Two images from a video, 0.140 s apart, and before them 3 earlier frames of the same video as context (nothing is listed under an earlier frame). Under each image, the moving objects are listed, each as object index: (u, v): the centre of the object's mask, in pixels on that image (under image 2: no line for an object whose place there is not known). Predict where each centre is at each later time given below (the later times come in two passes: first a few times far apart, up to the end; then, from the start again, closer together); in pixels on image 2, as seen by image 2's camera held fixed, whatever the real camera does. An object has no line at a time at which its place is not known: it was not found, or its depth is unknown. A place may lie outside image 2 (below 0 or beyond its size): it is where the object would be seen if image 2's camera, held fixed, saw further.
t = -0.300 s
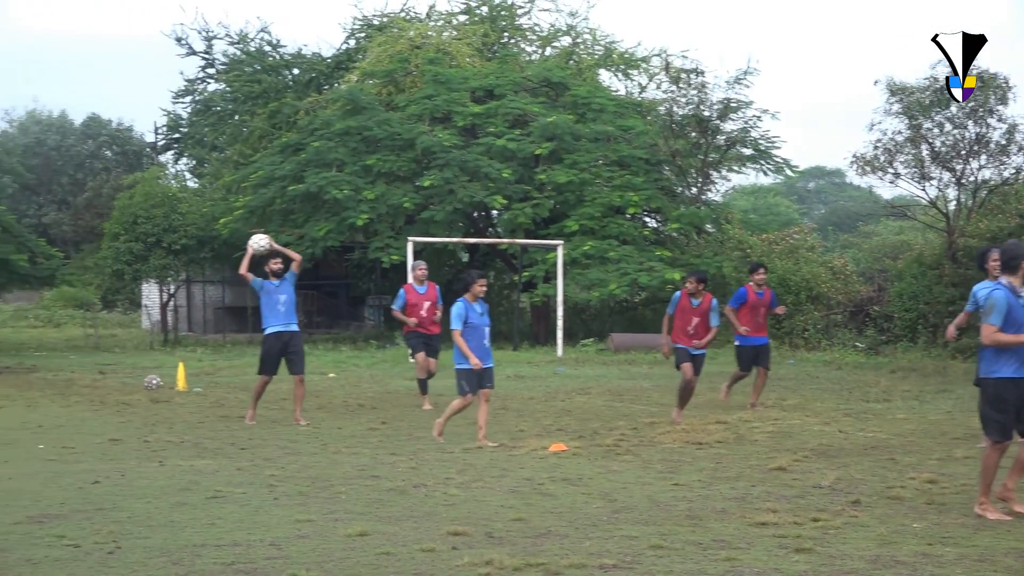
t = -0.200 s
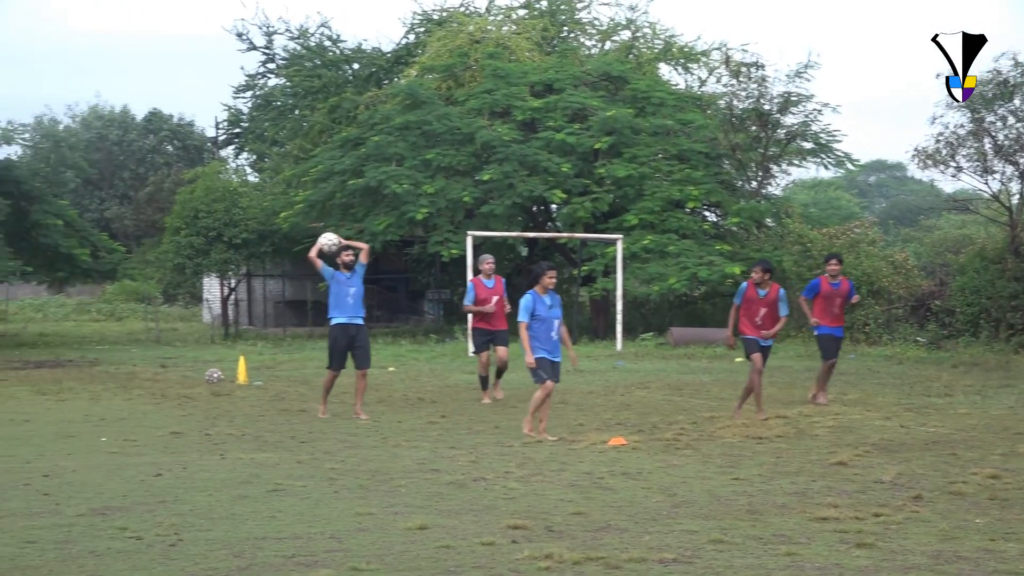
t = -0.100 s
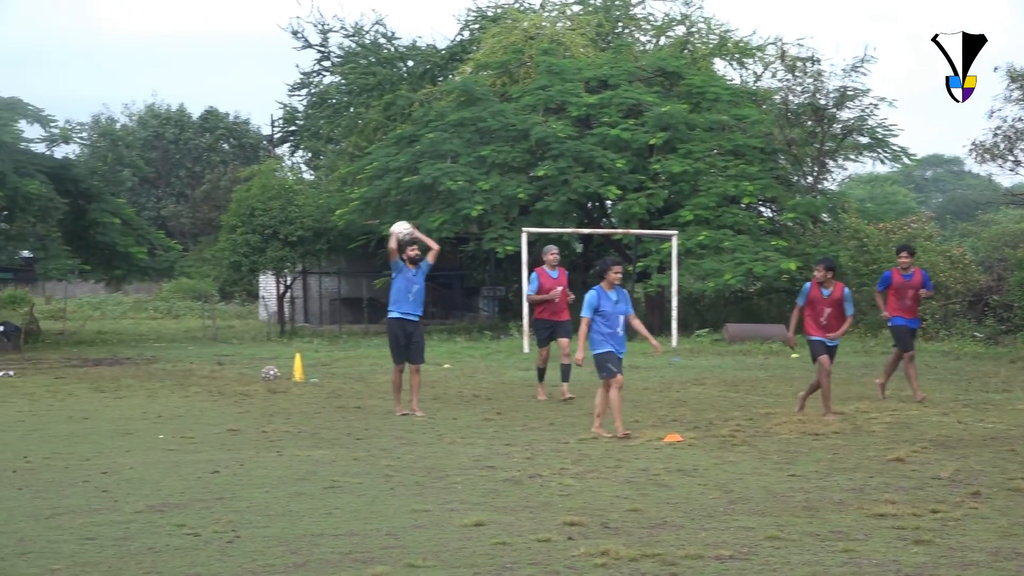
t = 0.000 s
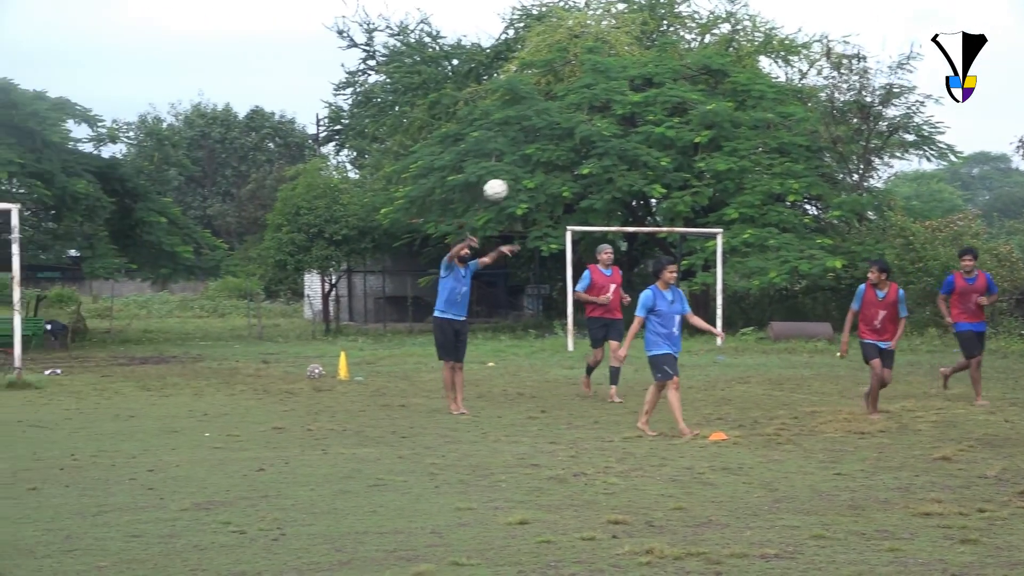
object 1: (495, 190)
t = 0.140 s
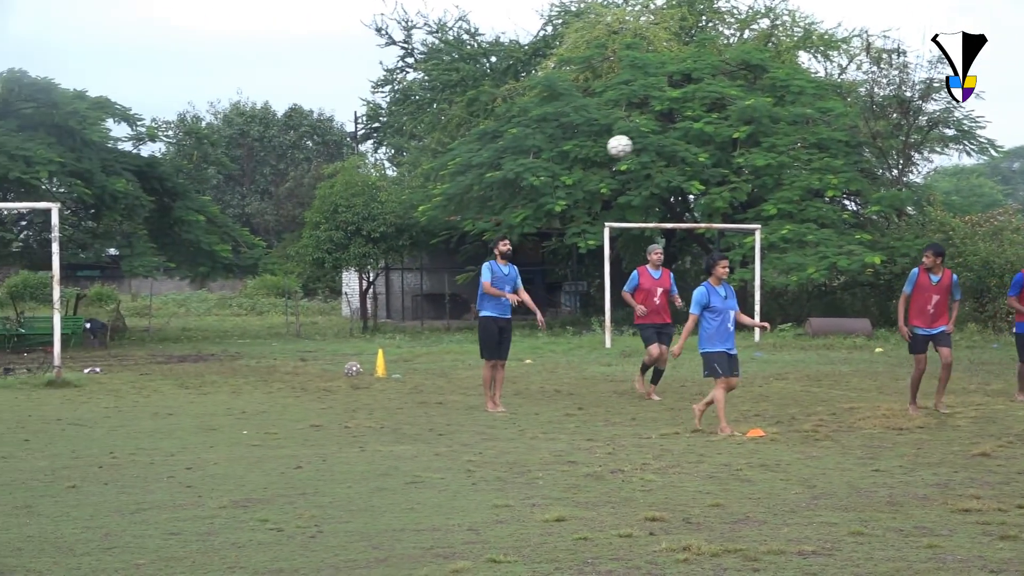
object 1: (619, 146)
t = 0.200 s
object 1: (659, 134)
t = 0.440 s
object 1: (834, 133)
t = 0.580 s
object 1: (957, 165)
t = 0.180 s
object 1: (646, 138)
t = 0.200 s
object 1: (659, 134)
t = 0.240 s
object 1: (686, 130)
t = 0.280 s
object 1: (714, 127)
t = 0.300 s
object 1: (729, 127)
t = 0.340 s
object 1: (757, 126)
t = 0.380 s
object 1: (788, 128)
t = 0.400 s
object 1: (803, 129)
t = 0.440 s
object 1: (834, 133)
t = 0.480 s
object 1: (867, 139)
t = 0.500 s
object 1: (884, 143)
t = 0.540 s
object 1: (920, 152)
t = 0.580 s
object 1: (957, 165)
